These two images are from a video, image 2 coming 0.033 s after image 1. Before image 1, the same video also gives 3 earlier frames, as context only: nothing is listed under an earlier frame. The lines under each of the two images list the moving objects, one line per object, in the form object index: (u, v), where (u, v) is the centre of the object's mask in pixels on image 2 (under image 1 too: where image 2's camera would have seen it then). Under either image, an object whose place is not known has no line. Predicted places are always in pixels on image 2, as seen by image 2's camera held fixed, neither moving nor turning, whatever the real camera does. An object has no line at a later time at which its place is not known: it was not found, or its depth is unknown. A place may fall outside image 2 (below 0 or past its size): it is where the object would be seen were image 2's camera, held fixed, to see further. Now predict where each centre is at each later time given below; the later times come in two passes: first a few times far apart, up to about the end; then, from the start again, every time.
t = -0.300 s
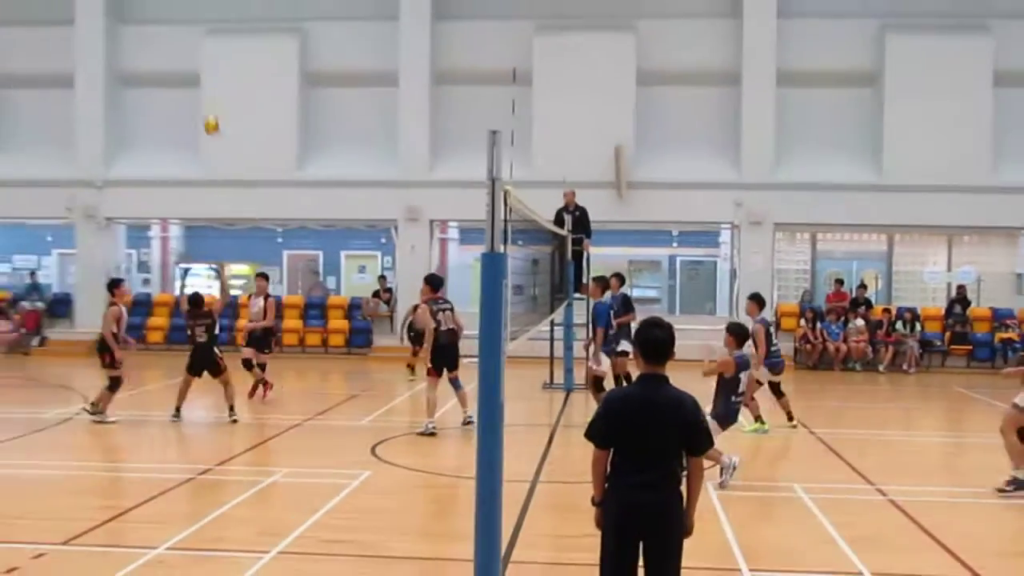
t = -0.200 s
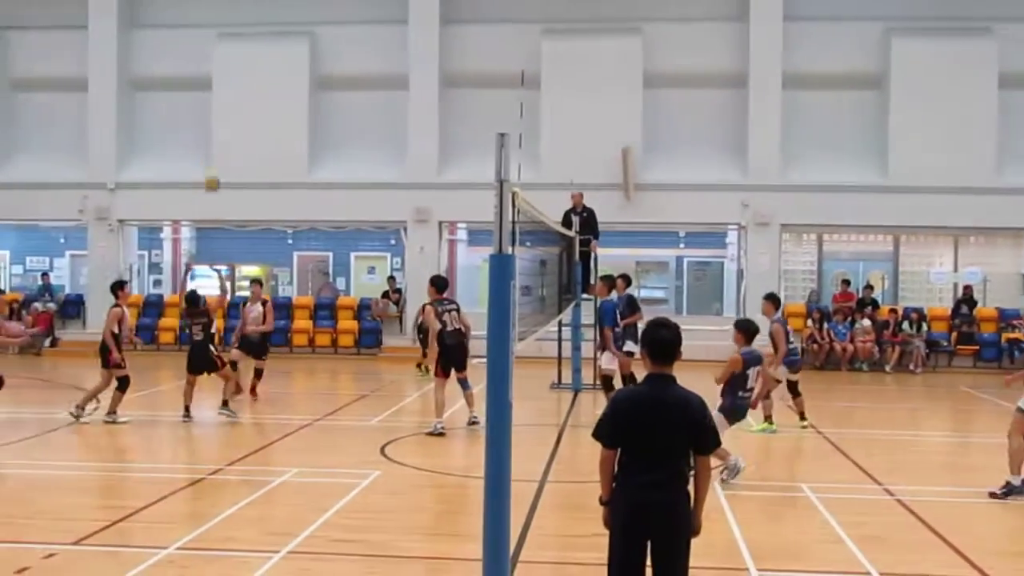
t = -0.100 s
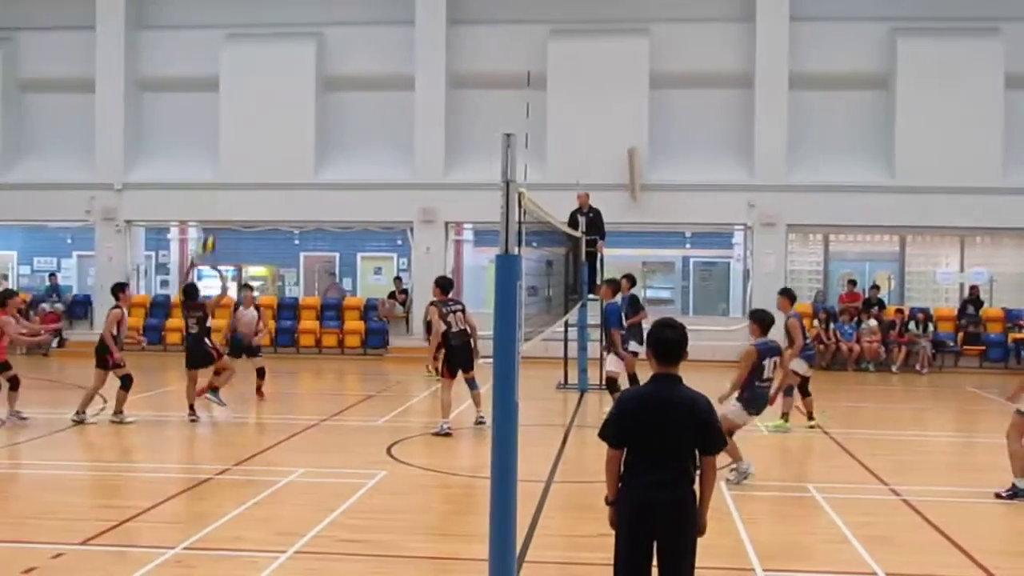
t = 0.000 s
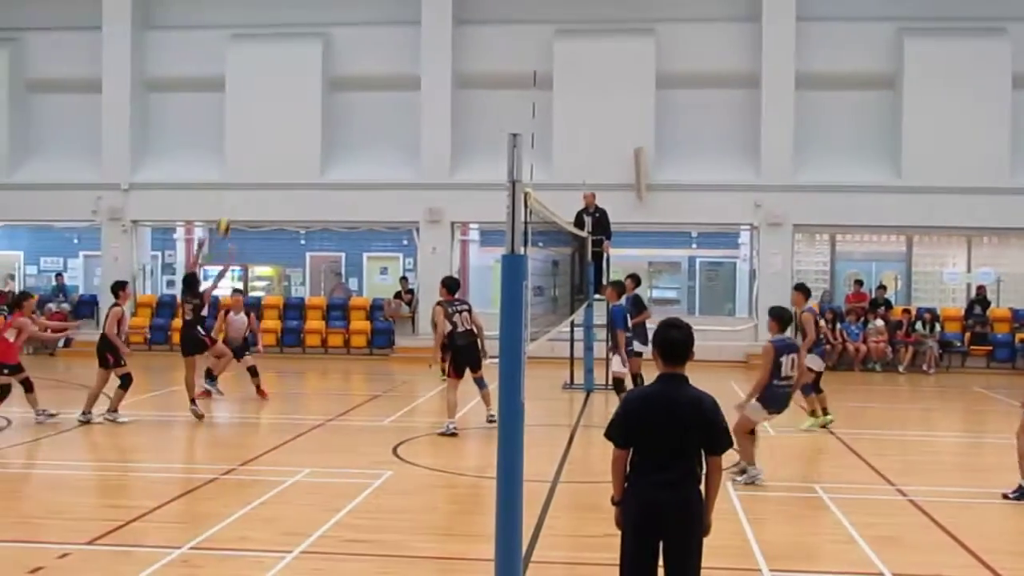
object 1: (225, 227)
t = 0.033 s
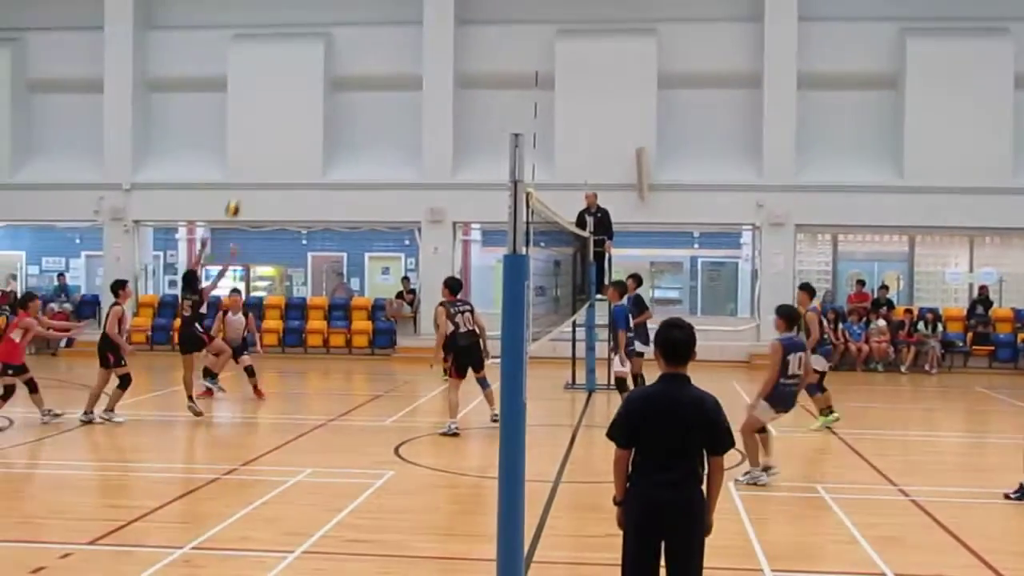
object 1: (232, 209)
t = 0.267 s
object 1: (289, 106)
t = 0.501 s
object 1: (336, 53)
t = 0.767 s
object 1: (385, 44)
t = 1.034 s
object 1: (429, 84)
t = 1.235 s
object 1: (455, 144)
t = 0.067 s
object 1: (240, 191)
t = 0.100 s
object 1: (248, 174)
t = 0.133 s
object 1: (257, 158)
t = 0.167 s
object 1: (266, 143)
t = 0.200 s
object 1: (273, 130)
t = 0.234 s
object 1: (282, 117)
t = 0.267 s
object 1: (289, 106)
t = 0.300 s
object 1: (295, 95)
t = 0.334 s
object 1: (302, 86)
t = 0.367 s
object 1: (309, 77)
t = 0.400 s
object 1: (316, 70)
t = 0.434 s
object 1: (323, 64)
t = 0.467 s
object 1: (329, 58)
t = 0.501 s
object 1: (336, 53)
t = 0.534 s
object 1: (344, 48)
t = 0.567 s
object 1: (350, 45)
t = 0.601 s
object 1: (356, 43)
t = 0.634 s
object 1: (362, 42)
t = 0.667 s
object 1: (368, 41)
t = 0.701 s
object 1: (374, 41)
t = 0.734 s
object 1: (379, 42)
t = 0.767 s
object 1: (385, 44)
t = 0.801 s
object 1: (391, 47)
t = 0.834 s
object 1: (396, 49)
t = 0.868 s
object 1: (402, 54)
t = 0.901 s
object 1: (407, 59)
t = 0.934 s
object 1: (413, 64)
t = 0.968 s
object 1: (418, 70)
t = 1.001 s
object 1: (422, 76)
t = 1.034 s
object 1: (429, 84)
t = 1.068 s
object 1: (433, 92)
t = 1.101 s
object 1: (437, 102)
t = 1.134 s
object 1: (442, 111)
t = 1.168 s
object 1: (446, 121)
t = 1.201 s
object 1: (451, 133)
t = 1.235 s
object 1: (455, 144)
